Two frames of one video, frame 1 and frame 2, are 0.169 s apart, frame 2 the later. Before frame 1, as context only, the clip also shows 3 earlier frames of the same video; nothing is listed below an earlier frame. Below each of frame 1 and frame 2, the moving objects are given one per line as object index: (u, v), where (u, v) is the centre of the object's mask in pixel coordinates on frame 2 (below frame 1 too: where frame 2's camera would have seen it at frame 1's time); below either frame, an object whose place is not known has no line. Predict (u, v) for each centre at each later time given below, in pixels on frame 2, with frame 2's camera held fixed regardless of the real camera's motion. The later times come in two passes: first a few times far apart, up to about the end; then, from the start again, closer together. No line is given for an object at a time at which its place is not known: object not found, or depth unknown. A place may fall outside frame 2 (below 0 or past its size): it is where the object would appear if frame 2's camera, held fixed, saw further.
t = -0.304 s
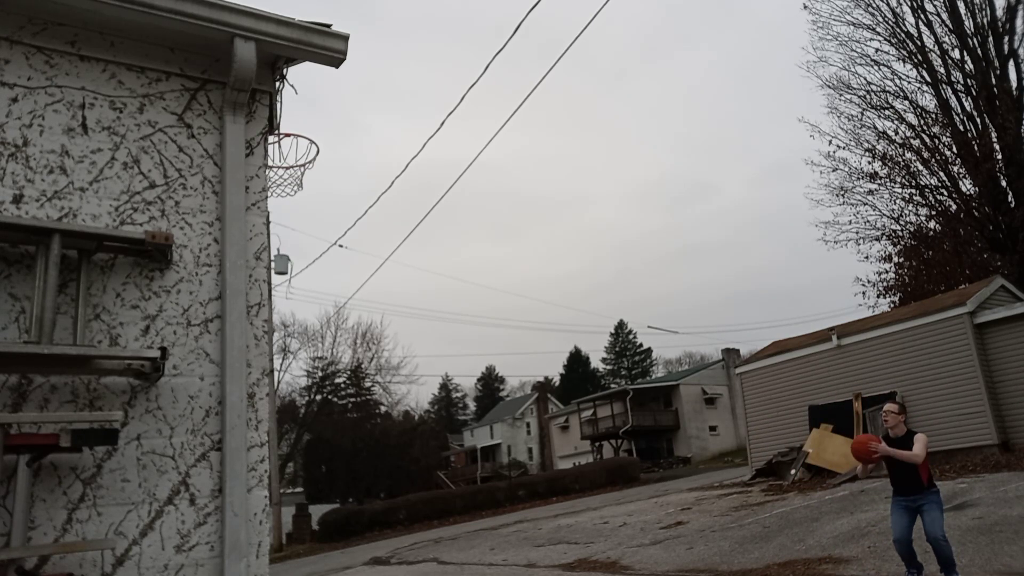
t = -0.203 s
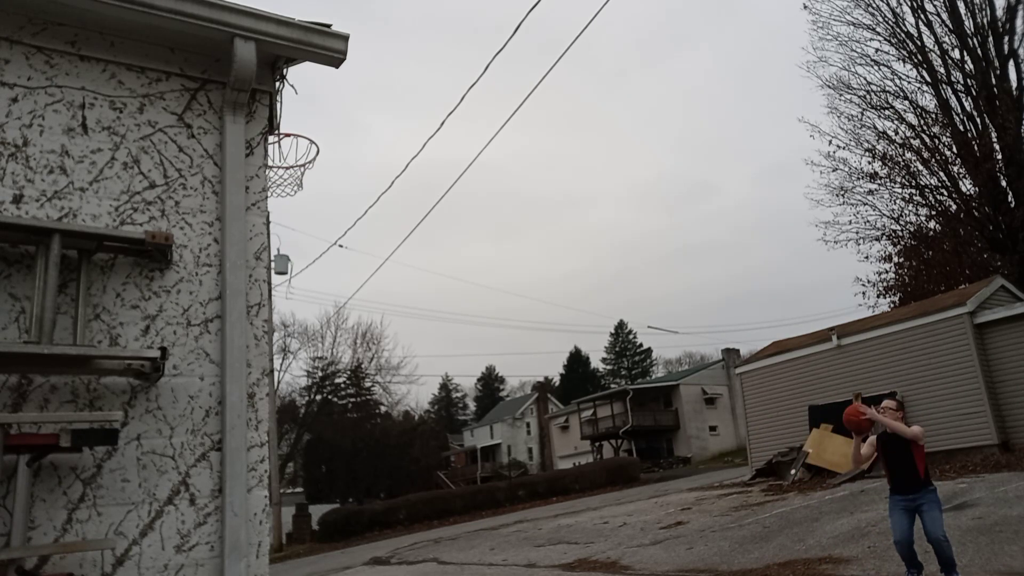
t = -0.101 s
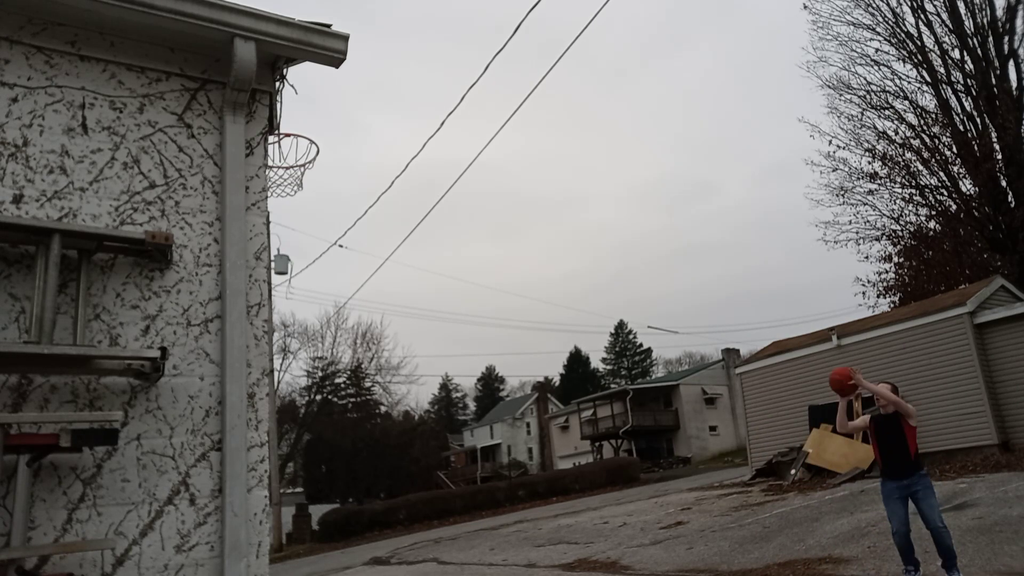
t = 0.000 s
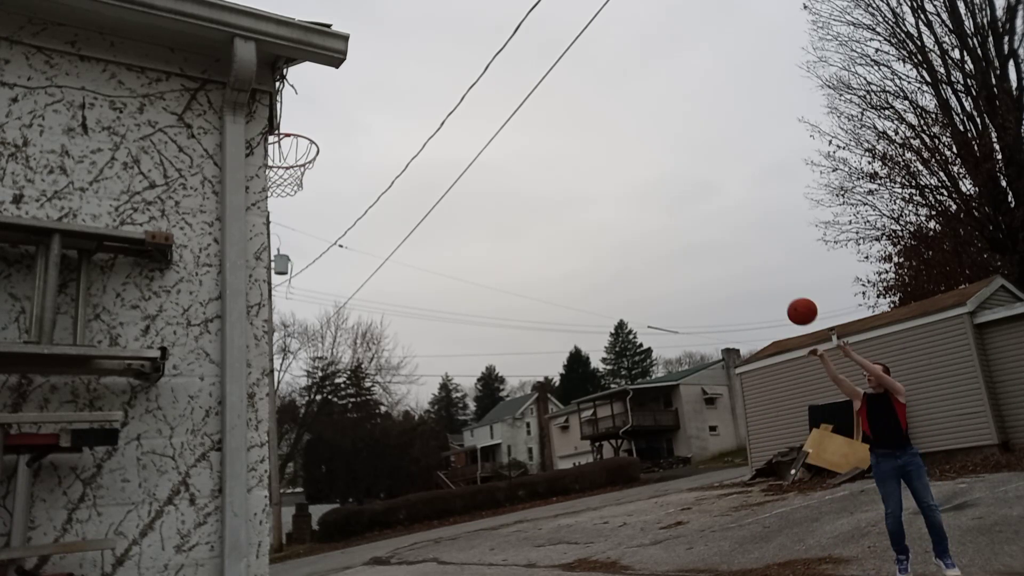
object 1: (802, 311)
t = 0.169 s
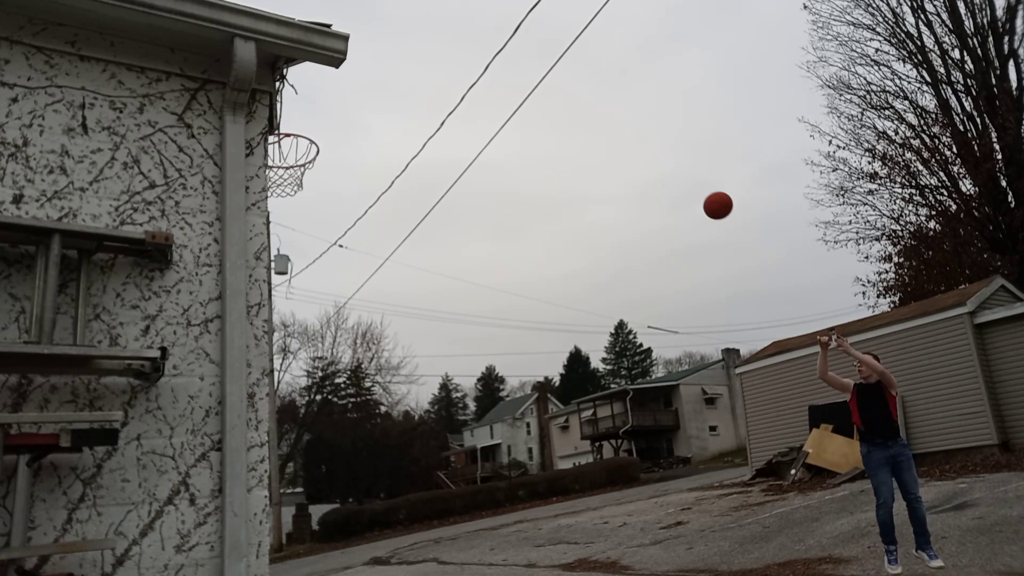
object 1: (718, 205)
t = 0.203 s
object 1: (702, 187)
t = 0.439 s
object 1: (591, 93)
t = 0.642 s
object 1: (496, 55)
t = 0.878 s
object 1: (377, 64)
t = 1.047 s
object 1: (286, 116)
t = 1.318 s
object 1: (301, 70)
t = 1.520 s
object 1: (346, 57)
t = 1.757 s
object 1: (377, 99)
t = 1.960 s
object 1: (414, 193)
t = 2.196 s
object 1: (462, 372)
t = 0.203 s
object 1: (702, 187)
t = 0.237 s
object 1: (686, 171)
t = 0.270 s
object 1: (670, 155)
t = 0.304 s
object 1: (654, 141)
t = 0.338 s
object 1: (638, 127)
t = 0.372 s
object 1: (622, 115)
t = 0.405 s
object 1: (607, 103)
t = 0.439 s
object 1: (591, 93)
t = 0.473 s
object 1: (575, 84)
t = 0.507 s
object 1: (560, 76)
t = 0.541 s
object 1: (544, 69)
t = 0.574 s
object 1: (528, 63)
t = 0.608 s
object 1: (512, 58)
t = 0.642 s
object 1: (496, 55)
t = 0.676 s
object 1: (480, 52)
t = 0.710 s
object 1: (463, 51)
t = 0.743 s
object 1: (446, 51)
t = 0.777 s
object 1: (429, 52)
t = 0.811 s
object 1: (412, 54)
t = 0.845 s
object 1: (395, 58)
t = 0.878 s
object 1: (377, 64)
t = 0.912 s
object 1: (358, 71)
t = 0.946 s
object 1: (340, 80)
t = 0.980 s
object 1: (320, 90)
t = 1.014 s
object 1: (300, 102)
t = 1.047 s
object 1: (286, 116)
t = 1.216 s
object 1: (287, 88)
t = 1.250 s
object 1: (291, 80)
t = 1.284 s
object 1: (296, 74)
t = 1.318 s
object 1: (301, 70)
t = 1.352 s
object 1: (306, 68)
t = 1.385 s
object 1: (310, 66)
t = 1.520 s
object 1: (346, 57)
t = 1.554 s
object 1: (348, 59)
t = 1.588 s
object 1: (351, 61)
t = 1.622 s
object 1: (355, 65)
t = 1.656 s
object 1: (359, 71)
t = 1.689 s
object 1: (365, 79)
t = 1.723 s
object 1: (371, 88)
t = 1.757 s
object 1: (377, 99)
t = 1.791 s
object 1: (383, 111)
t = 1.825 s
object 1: (389, 125)
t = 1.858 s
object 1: (395, 140)
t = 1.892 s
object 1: (401, 156)
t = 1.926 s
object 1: (408, 174)
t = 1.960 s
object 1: (414, 193)
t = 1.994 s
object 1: (420, 214)
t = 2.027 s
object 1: (427, 236)
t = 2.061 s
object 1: (434, 260)
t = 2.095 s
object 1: (440, 285)
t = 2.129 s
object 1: (447, 312)
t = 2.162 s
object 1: (454, 341)
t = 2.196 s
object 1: (462, 372)
